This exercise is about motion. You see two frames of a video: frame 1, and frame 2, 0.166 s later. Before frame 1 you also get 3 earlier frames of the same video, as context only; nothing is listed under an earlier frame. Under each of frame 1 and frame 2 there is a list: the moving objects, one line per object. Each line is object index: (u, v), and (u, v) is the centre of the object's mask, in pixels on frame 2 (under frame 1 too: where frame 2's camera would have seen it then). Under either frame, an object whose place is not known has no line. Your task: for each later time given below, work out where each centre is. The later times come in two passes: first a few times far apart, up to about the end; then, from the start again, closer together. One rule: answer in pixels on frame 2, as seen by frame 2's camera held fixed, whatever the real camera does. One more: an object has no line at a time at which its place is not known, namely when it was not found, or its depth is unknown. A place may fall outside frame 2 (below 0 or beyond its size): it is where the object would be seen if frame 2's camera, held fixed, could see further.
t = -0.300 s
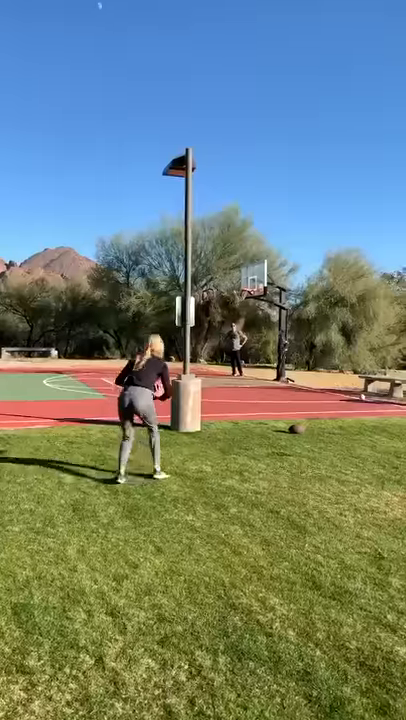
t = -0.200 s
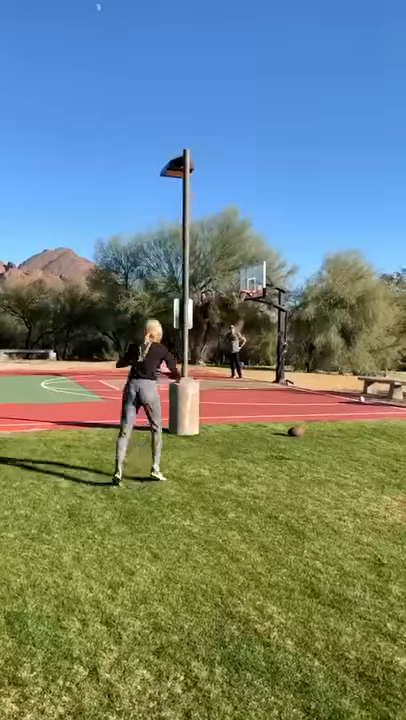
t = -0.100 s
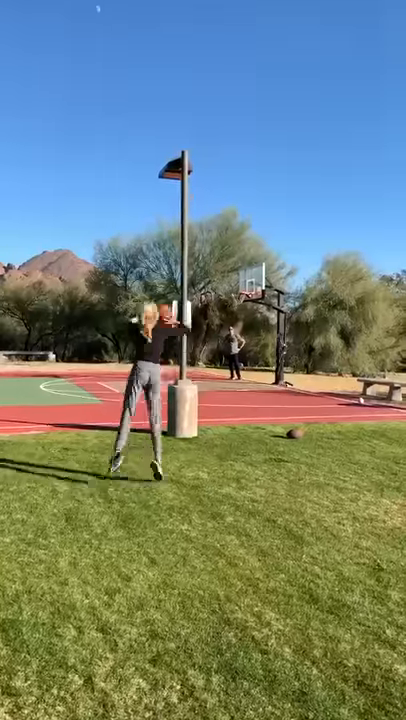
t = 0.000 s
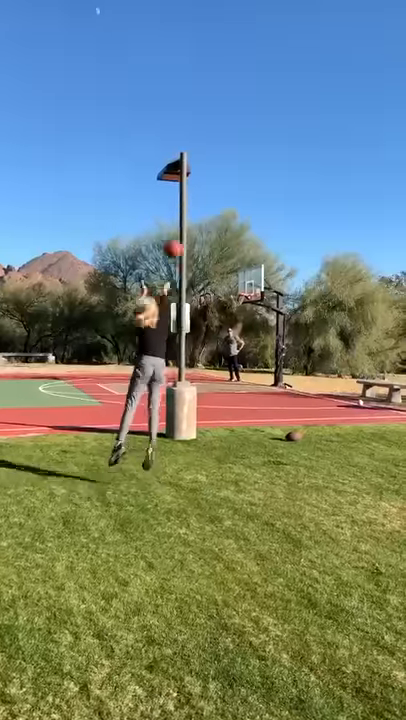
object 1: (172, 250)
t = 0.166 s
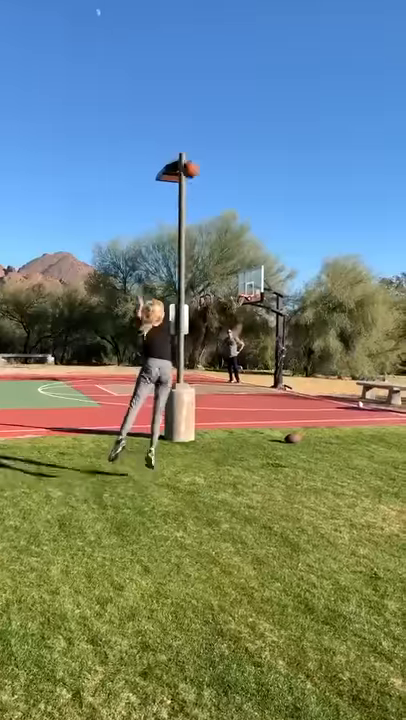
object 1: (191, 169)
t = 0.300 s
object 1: (202, 132)
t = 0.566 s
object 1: (216, 104)
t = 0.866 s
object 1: (226, 122)
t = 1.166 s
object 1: (232, 169)
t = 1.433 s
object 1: (233, 226)
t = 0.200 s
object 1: (194, 158)
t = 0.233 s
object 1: (197, 148)
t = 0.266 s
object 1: (199, 139)
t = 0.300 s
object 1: (202, 132)
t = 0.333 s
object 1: (204, 125)
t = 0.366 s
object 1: (206, 120)
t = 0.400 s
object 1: (208, 115)
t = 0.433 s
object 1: (209, 111)
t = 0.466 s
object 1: (211, 108)
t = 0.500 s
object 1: (213, 106)
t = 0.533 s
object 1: (214, 105)
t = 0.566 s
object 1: (216, 104)
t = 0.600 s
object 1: (218, 104)
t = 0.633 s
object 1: (219, 104)
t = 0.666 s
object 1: (220, 106)
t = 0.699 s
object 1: (221, 108)
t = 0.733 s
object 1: (222, 109)
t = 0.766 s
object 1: (223, 112)
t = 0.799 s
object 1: (224, 115)
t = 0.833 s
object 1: (225, 118)
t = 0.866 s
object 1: (226, 122)
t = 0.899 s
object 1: (227, 126)
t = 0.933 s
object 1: (228, 130)
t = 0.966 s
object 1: (229, 135)
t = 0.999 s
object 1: (229, 140)
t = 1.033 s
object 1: (230, 145)
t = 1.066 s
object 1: (231, 151)
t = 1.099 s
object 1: (231, 157)
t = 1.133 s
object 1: (231, 163)
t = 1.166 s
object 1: (232, 169)
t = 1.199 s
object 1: (232, 176)
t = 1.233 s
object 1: (233, 182)
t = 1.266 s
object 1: (233, 189)
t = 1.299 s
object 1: (233, 197)
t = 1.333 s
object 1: (233, 204)
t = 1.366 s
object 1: (234, 211)
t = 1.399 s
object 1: (234, 219)
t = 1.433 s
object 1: (233, 226)
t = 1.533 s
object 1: (235, 251)
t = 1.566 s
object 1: (235, 259)
